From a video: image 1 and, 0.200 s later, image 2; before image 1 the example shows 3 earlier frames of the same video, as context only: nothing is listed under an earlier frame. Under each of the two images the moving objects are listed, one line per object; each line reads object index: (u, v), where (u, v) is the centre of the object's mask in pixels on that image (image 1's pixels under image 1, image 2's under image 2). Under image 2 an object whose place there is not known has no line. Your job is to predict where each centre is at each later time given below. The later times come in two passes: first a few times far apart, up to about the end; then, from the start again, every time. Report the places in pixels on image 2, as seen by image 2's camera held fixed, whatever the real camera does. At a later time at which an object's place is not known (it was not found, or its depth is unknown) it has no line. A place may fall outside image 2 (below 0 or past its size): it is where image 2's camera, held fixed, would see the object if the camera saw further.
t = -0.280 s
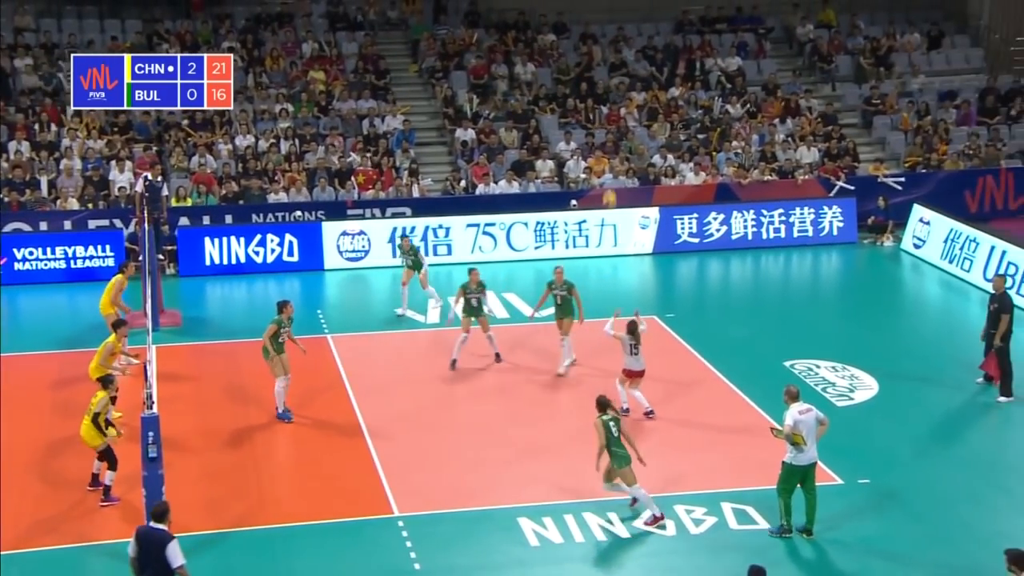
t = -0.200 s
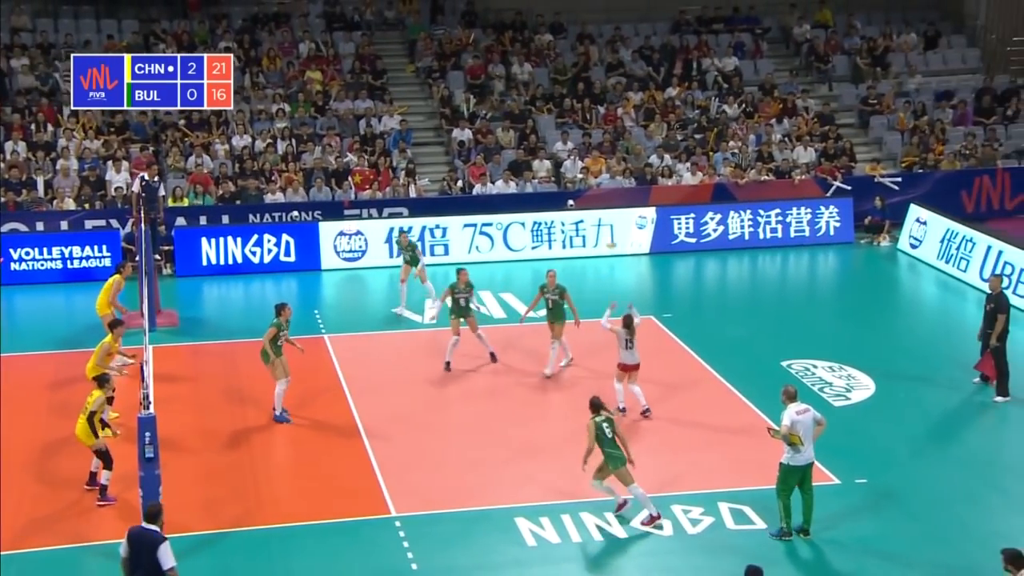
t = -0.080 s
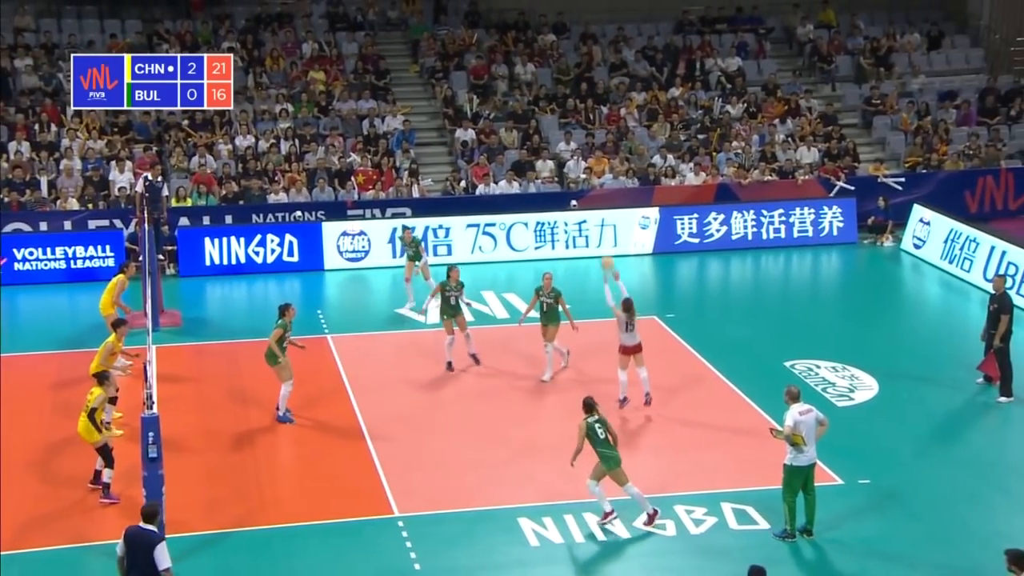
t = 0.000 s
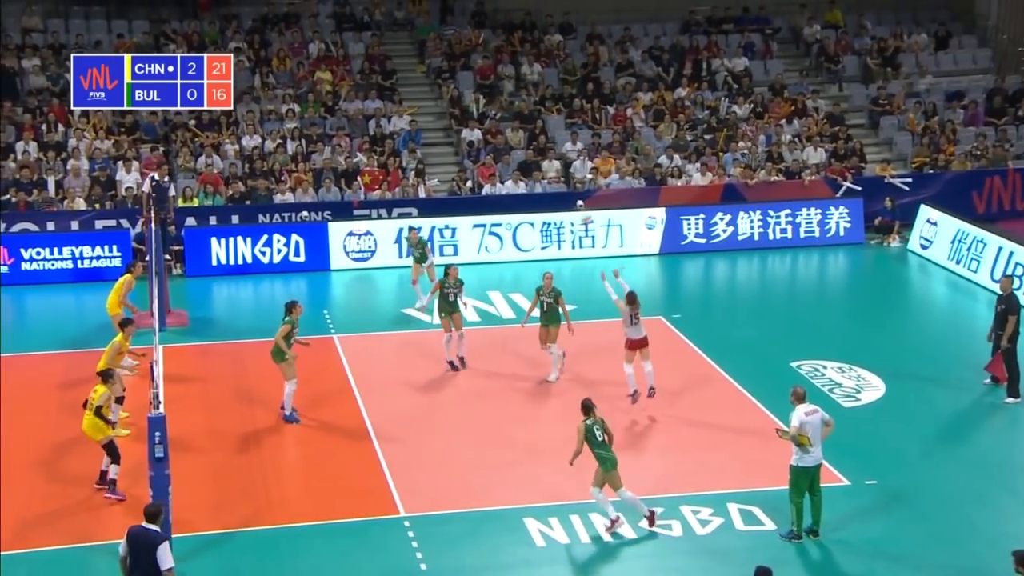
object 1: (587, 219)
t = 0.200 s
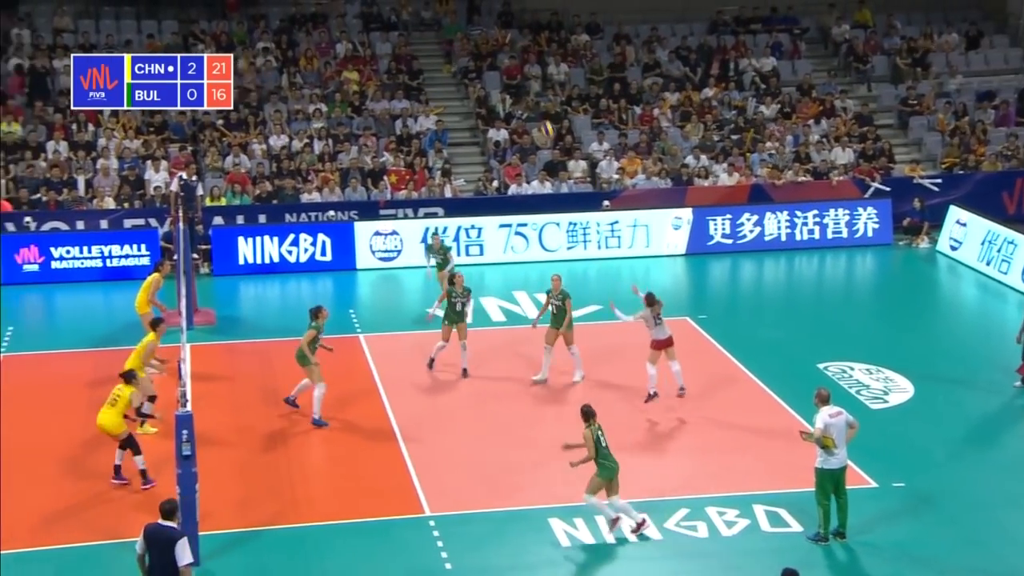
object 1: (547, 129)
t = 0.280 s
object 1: (523, 102)
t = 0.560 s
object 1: (446, 43)
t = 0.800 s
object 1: (387, 33)
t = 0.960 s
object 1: (350, 45)
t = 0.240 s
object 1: (535, 115)
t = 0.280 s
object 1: (523, 102)
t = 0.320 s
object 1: (512, 90)
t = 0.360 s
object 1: (501, 80)
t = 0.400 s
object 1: (489, 69)
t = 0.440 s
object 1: (478, 61)
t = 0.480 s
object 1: (467, 54)
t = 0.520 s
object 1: (457, 48)
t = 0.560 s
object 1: (446, 43)
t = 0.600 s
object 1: (436, 39)
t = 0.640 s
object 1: (426, 36)
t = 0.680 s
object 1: (416, 34)
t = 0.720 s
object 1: (406, 33)
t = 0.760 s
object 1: (396, 32)
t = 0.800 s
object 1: (387, 33)
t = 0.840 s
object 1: (377, 34)
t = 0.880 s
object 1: (368, 37)
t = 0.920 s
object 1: (359, 41)
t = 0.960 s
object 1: (350, 45)
